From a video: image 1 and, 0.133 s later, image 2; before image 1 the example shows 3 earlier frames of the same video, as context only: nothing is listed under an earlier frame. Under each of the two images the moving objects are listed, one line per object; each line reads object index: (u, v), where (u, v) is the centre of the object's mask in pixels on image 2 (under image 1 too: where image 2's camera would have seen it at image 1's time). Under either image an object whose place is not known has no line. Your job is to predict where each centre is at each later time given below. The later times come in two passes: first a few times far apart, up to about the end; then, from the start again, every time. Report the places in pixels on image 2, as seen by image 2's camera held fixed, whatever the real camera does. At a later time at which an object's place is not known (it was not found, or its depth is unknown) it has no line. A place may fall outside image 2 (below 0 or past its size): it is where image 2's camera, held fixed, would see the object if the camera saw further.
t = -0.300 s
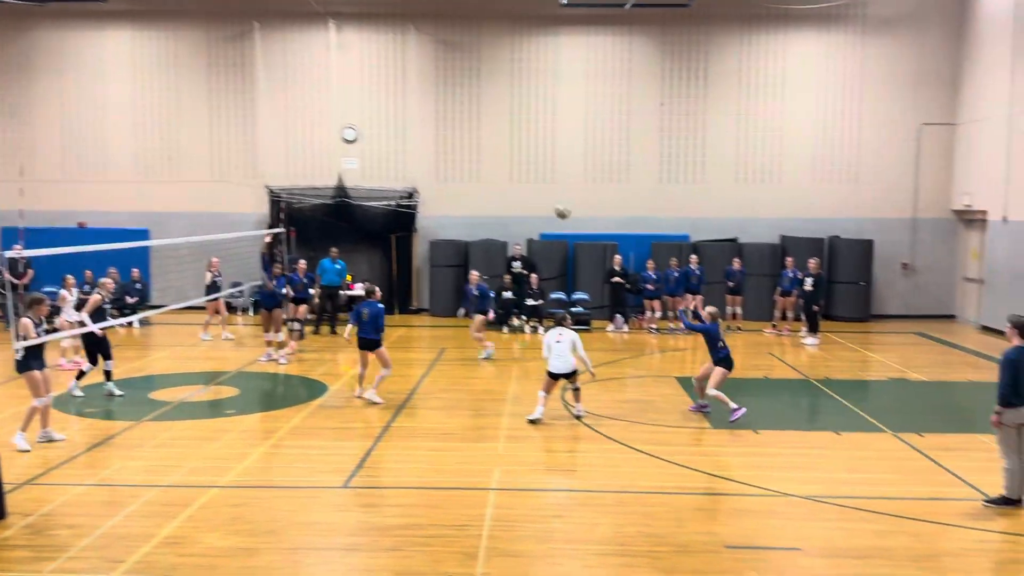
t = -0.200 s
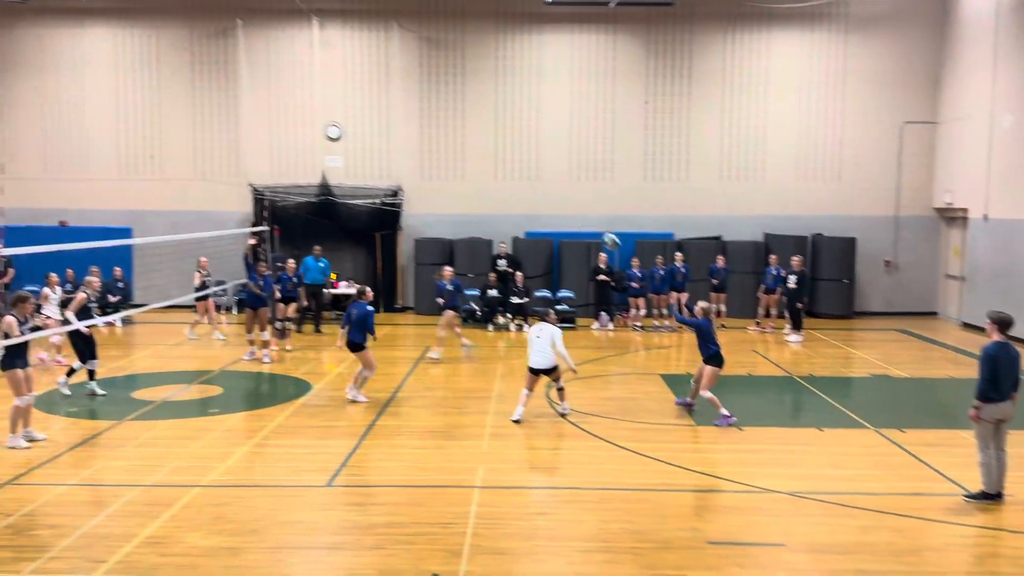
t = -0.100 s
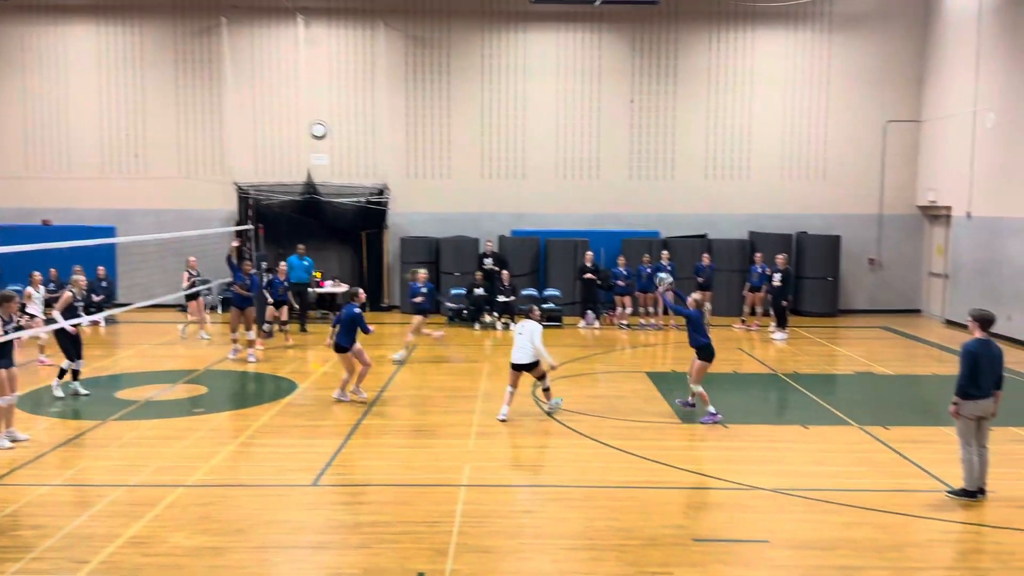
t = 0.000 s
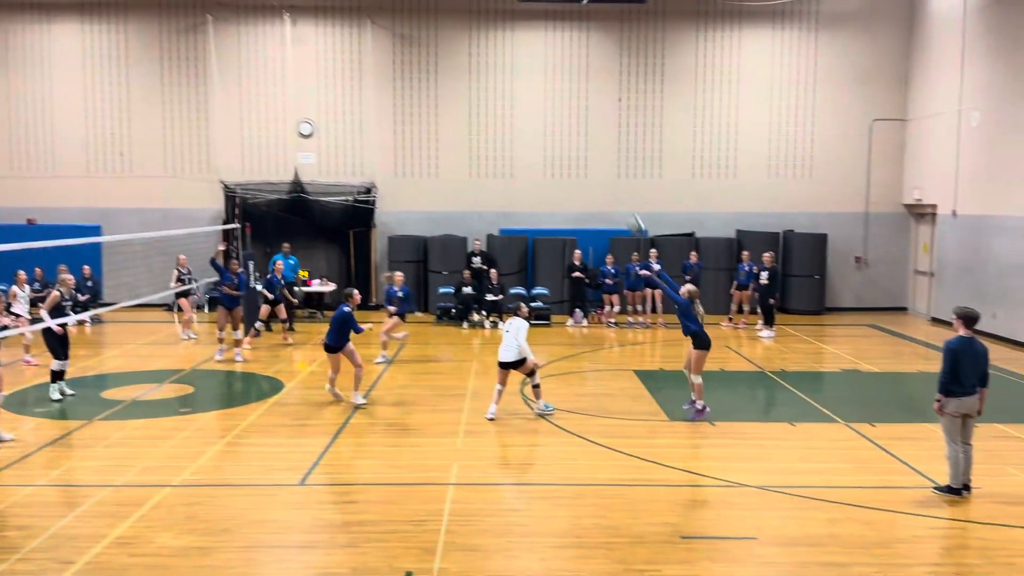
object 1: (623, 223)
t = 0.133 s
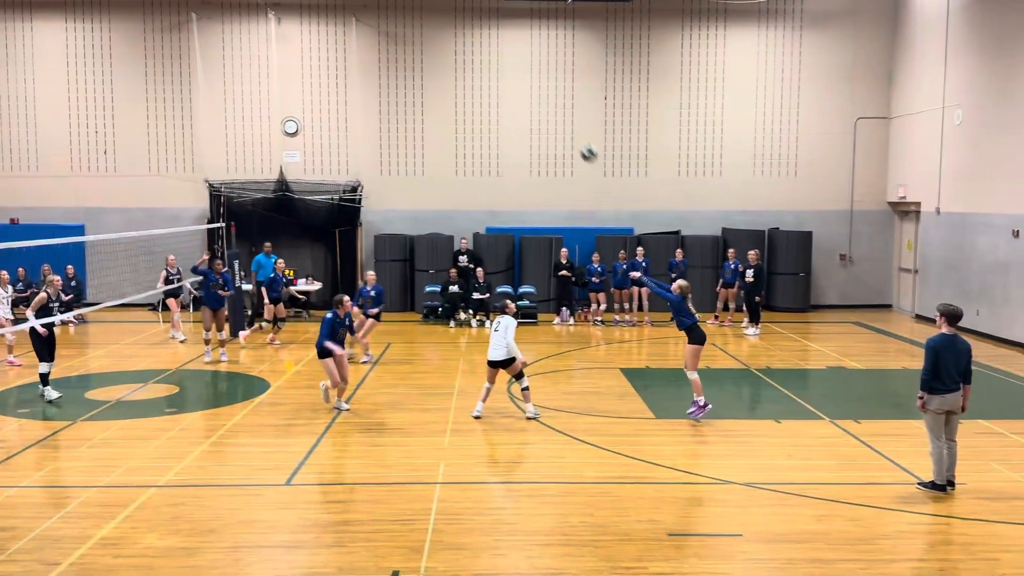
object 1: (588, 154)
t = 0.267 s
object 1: (555, 98)
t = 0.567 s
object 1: (481, 20)
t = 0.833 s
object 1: (416, 14)
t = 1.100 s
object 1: (352, 69)
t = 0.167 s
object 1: (580, 139)
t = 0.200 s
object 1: (571, 124)
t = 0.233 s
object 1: (563, 111)
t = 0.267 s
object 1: (555, 98)
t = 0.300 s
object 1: (547, 86)
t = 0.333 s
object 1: (538, 75)
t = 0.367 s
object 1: (530, 64)
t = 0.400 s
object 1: (521, 54)
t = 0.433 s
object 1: (513, 45)
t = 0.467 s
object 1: (505, 37)
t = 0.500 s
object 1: (497, 31)
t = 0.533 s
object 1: (489, 25)
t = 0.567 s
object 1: (481, 20)
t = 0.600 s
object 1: (473, 16)
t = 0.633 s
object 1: (465, 13)
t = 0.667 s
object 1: (457, 11)
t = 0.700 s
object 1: (448, 9)
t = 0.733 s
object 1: (441, 9)
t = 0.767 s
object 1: (432, 10)
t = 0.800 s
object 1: (425, 12)
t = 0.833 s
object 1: (416, 14)
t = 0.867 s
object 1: (408, 18)
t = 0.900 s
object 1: (401, 23)
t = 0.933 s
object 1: (393, 28)
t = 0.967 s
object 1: (384, 34)
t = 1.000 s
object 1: (377, 41)
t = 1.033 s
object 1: (369, 49)
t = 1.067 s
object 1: (361, 58)
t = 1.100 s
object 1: (352, 69)
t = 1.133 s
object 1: (345, 80)
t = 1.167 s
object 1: (338, 92)
